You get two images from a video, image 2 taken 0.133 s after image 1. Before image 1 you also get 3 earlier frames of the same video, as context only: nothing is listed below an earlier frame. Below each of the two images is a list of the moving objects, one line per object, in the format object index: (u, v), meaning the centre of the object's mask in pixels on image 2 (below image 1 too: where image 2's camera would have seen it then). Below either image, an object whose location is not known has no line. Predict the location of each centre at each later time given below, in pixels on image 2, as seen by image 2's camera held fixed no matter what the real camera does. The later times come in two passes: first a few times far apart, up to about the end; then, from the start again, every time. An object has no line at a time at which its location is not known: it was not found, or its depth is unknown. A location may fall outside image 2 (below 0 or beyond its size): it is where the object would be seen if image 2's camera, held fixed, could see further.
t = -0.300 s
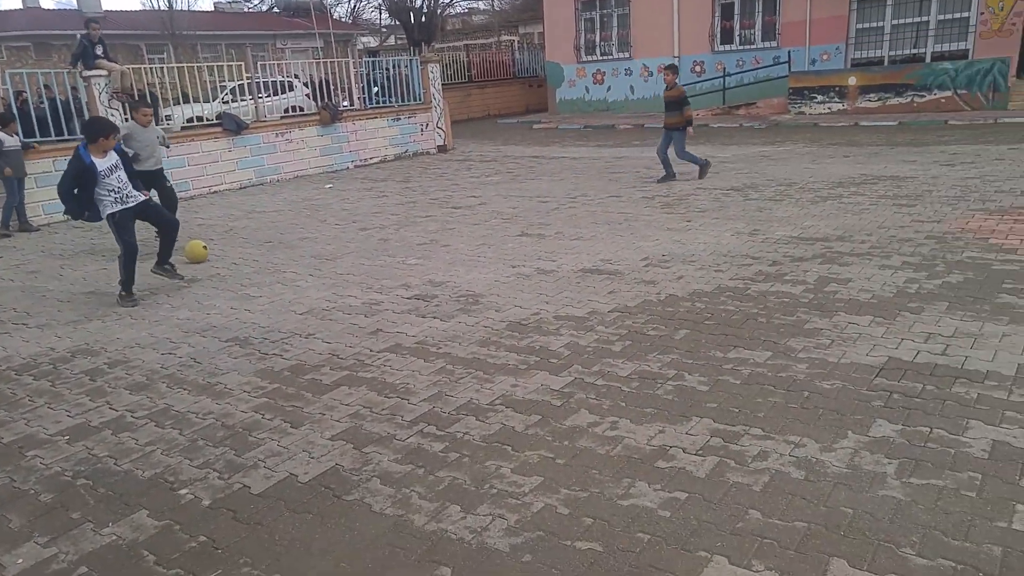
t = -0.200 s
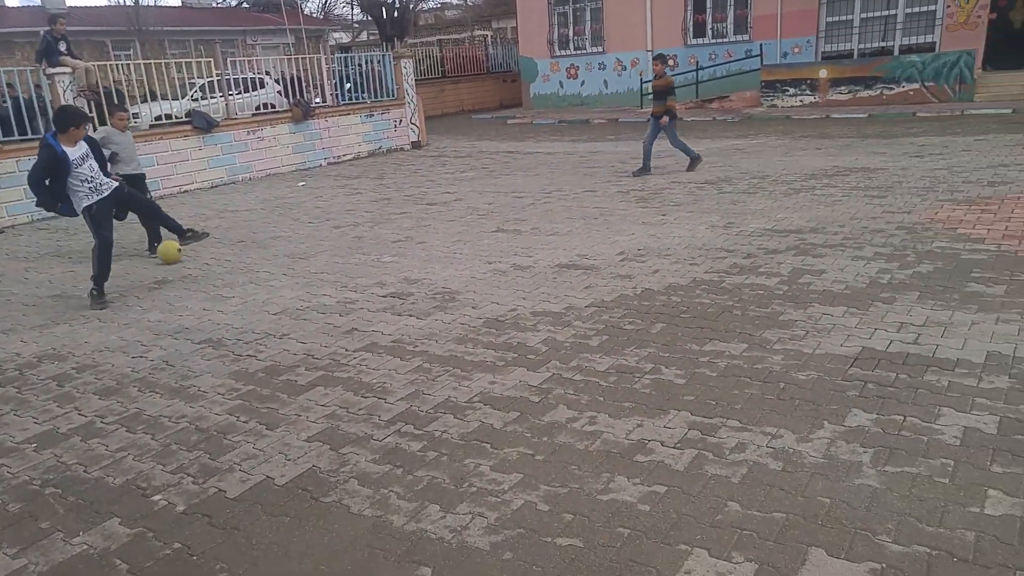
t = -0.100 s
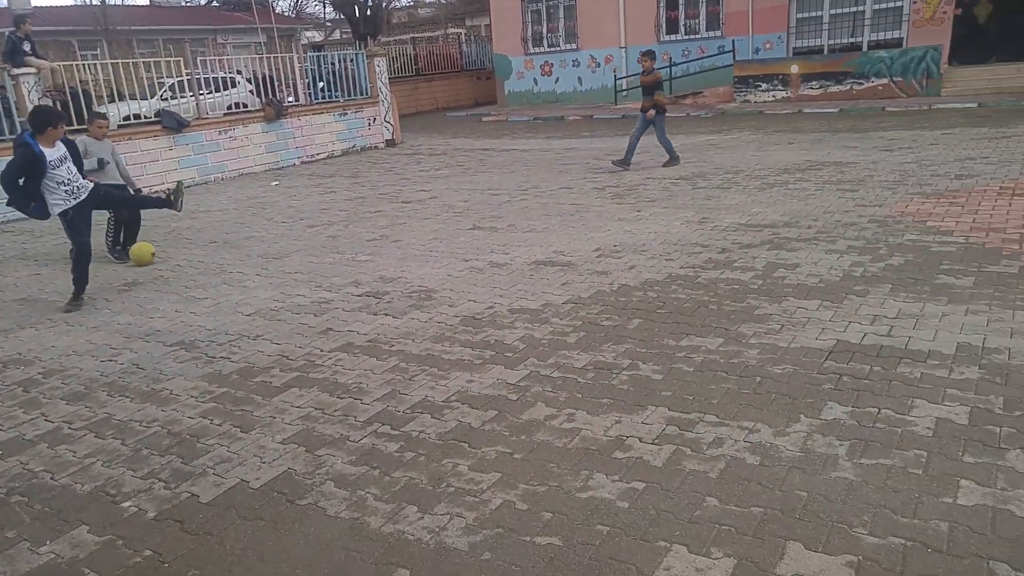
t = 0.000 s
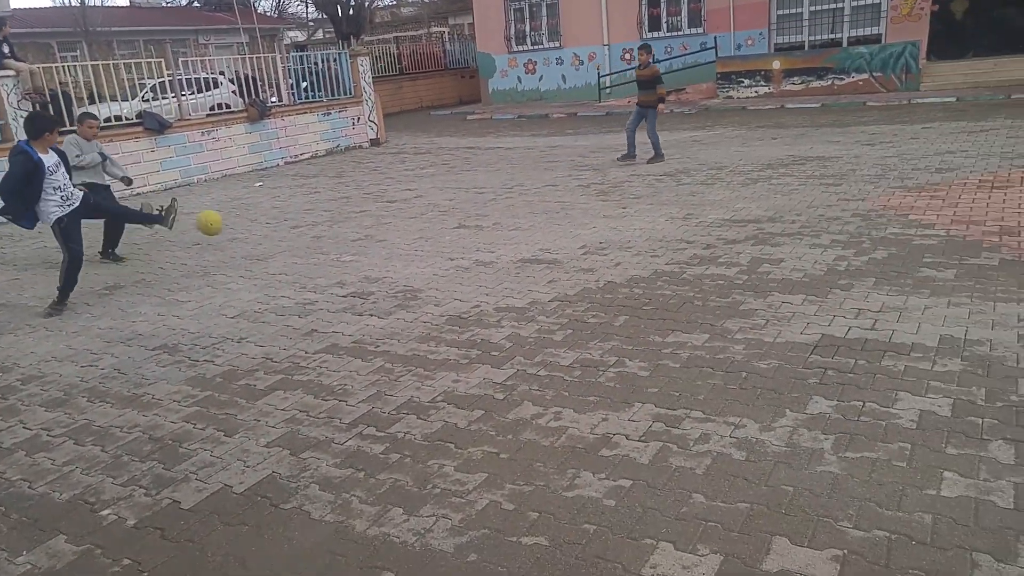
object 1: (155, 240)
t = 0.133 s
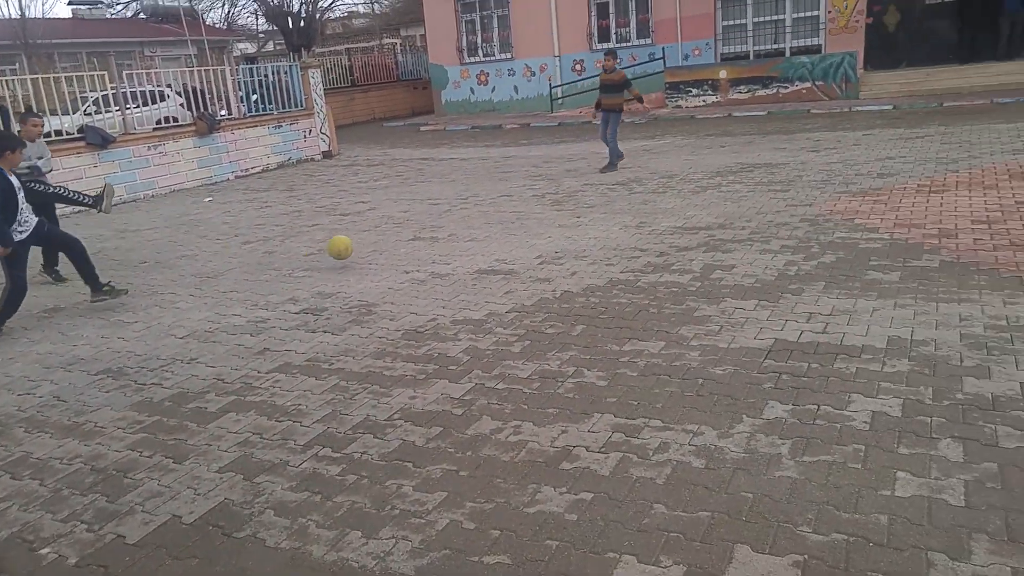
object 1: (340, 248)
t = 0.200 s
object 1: (380, 223)
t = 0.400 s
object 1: (504, 184)
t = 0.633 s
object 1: (655, 202)
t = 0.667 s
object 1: (677, 211)
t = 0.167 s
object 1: (359, 235)
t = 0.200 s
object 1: (380, 223)
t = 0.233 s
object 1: (401, 213)
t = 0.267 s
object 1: (421, 205)
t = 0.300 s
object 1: (441, 197)
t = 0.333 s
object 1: (463, 191)
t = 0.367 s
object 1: (484, 187)
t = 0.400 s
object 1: (504, 184)
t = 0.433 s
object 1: (526, 182)
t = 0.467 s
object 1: (548, 182)
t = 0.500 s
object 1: (568, 183)
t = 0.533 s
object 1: (591, 186)
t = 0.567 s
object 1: (612, 190)
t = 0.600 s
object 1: (633, 196)
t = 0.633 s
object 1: (655, 202)
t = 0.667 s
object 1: (677, 211)
